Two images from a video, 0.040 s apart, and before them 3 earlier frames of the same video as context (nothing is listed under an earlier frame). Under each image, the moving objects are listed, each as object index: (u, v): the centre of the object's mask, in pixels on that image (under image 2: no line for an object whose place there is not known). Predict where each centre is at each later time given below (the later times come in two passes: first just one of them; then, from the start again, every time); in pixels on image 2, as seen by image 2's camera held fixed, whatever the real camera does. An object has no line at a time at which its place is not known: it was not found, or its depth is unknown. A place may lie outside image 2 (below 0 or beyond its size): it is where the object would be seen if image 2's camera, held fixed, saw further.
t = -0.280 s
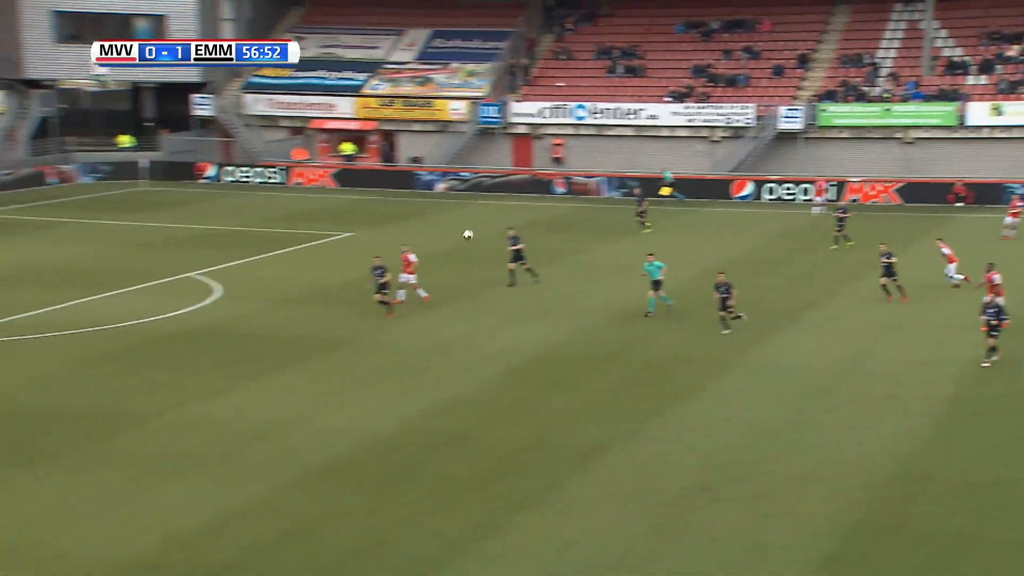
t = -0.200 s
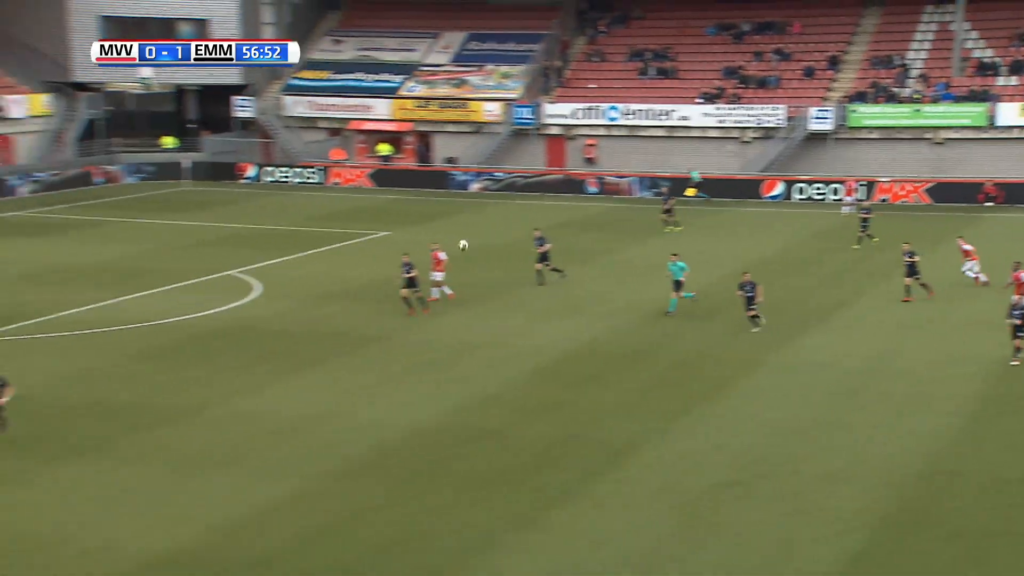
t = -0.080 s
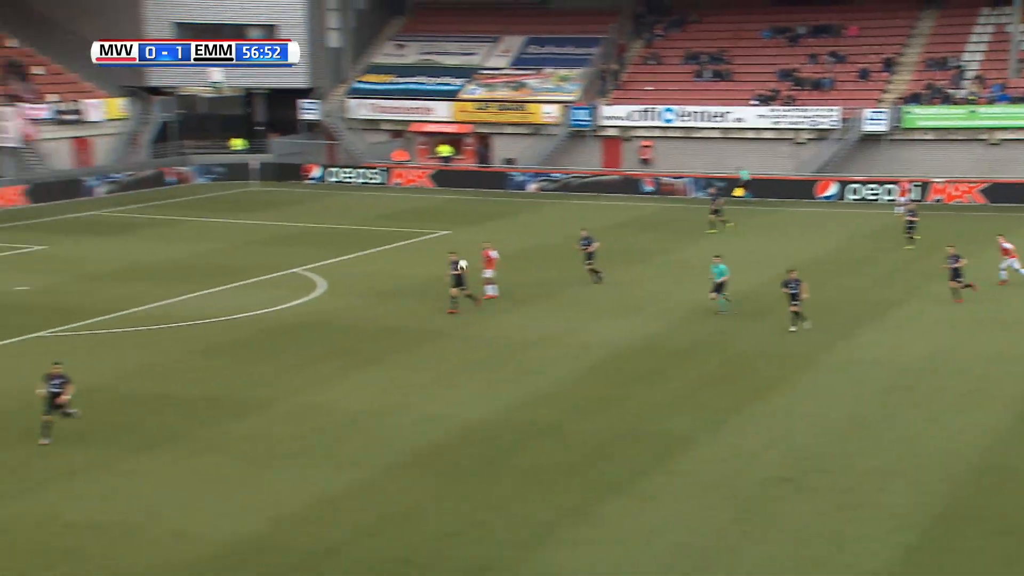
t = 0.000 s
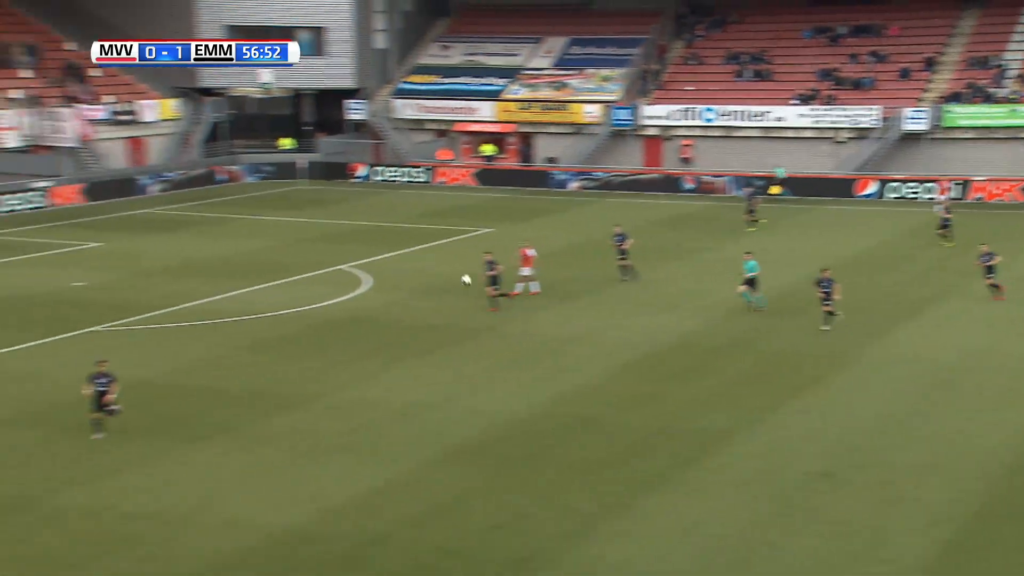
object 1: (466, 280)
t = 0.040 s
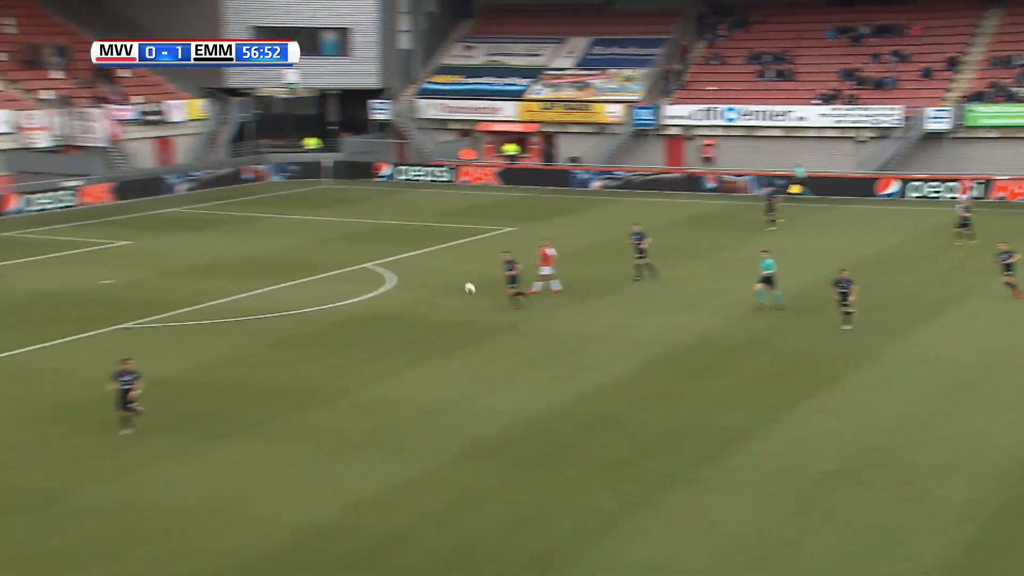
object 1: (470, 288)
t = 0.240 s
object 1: (370, 349)
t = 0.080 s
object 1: (450, 298)
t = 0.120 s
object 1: (430, 310)
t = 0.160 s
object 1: (410, 322)
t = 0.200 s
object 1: (390, 335)
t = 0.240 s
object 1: (370, 349)
